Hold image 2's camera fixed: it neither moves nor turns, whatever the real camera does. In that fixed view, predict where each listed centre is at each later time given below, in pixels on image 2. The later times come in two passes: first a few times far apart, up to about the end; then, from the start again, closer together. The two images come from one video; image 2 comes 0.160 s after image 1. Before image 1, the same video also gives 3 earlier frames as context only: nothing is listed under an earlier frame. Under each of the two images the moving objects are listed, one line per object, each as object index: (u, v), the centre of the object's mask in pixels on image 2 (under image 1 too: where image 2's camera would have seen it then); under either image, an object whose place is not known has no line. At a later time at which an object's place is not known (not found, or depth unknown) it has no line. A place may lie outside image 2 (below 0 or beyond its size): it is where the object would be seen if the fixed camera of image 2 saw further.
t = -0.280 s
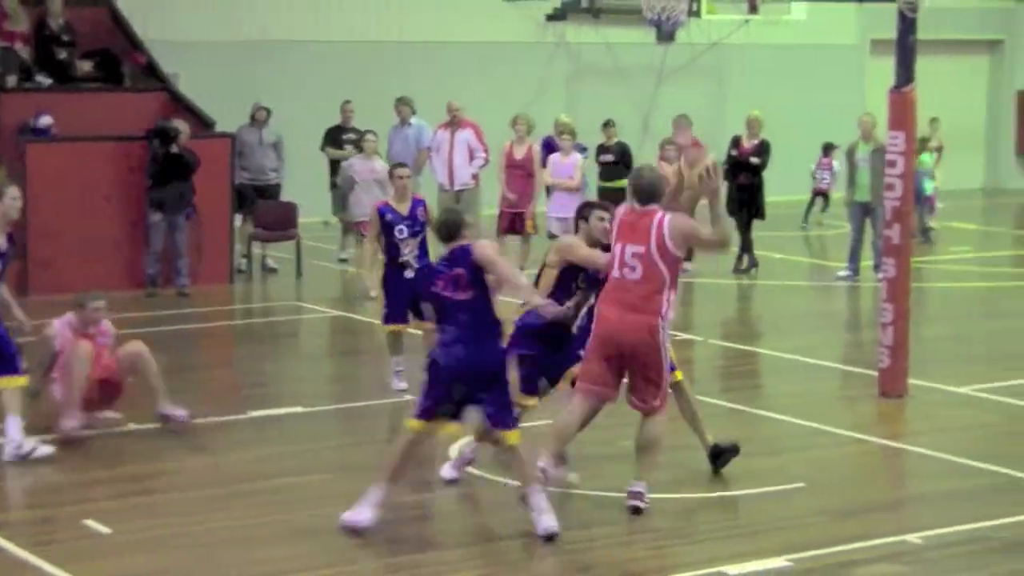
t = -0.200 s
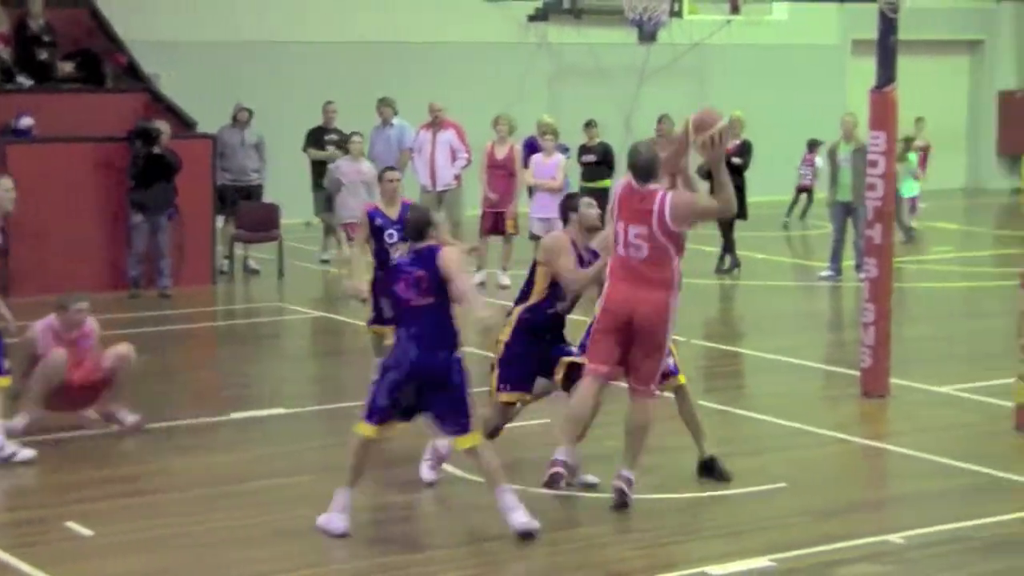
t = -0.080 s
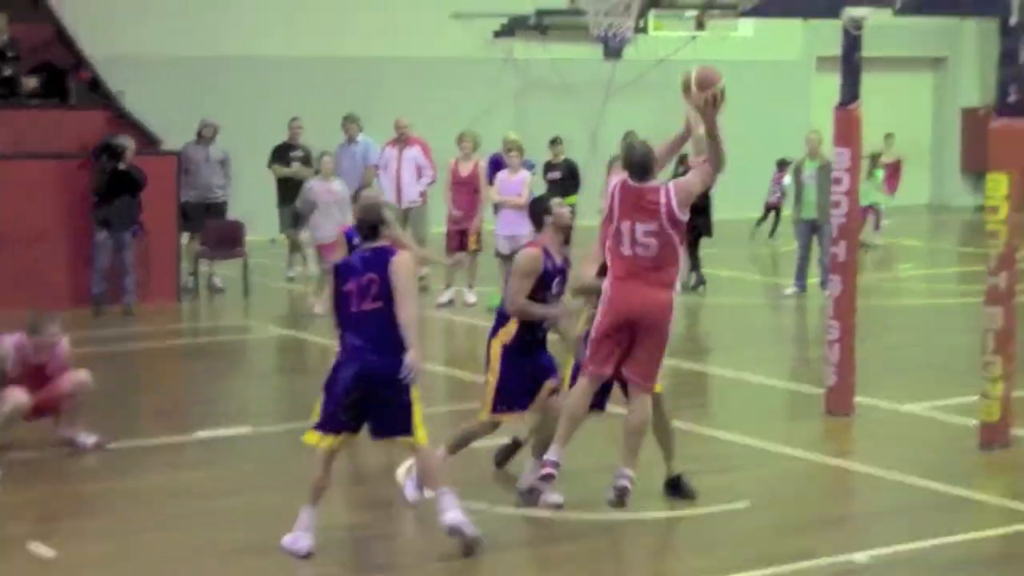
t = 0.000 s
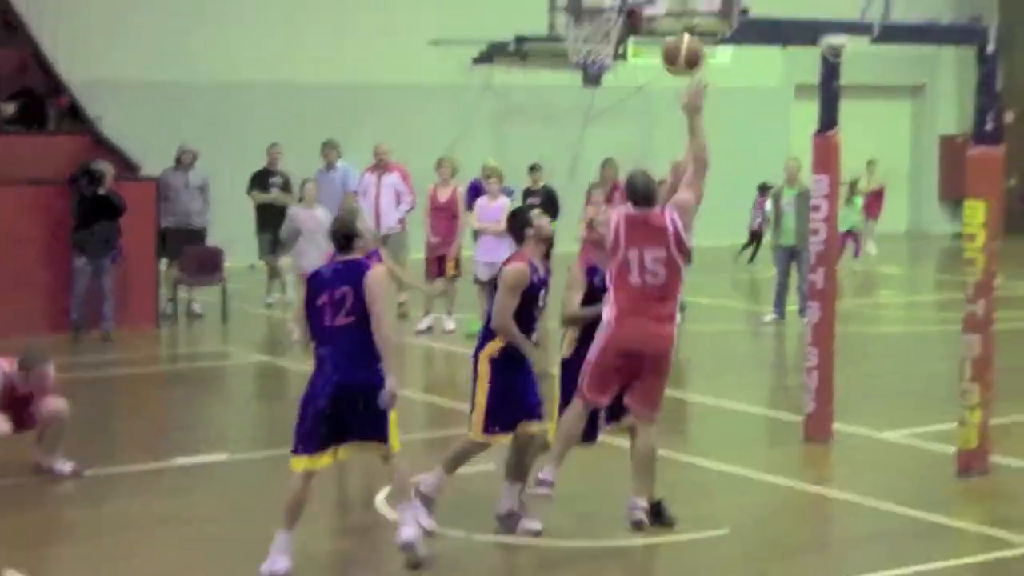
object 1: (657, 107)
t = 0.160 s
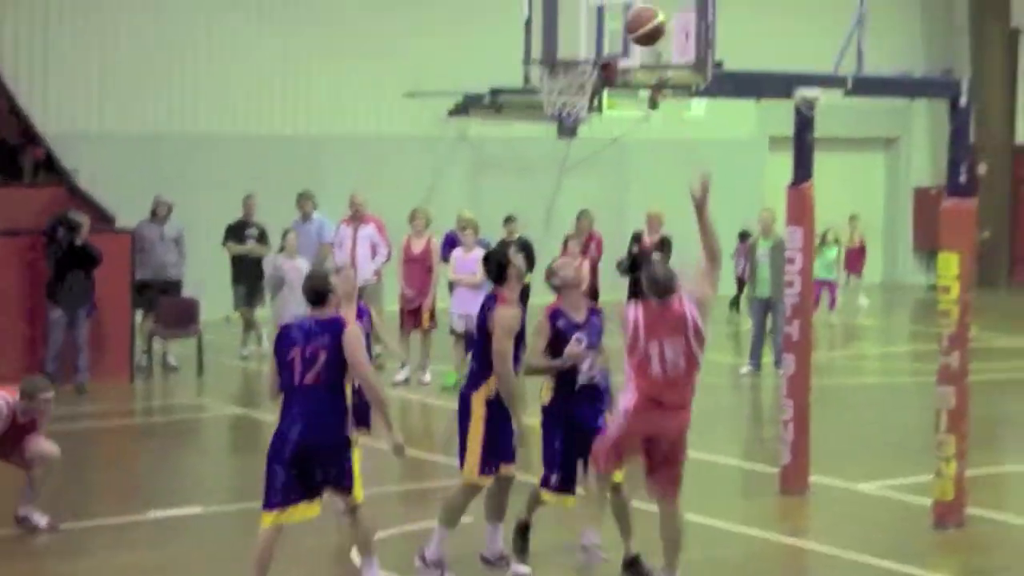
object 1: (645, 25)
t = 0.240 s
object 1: (640, 3)
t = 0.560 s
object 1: (577, 15)
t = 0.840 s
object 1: (585, 108)
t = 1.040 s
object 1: (615, 186)
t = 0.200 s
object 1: (643, 13)
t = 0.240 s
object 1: (640, 3)
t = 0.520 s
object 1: (589, 6)
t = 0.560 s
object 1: (577, 15)
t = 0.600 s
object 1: (566, 26)
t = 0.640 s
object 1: (552, 42)
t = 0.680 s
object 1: (543, 52)
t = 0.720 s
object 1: (554, 67)
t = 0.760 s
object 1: (565, 82)
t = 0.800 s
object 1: (577, 96)
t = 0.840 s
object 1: (585, 108)
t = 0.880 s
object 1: (591, 117)
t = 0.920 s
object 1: (597, 131)
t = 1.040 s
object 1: (615, 186)
